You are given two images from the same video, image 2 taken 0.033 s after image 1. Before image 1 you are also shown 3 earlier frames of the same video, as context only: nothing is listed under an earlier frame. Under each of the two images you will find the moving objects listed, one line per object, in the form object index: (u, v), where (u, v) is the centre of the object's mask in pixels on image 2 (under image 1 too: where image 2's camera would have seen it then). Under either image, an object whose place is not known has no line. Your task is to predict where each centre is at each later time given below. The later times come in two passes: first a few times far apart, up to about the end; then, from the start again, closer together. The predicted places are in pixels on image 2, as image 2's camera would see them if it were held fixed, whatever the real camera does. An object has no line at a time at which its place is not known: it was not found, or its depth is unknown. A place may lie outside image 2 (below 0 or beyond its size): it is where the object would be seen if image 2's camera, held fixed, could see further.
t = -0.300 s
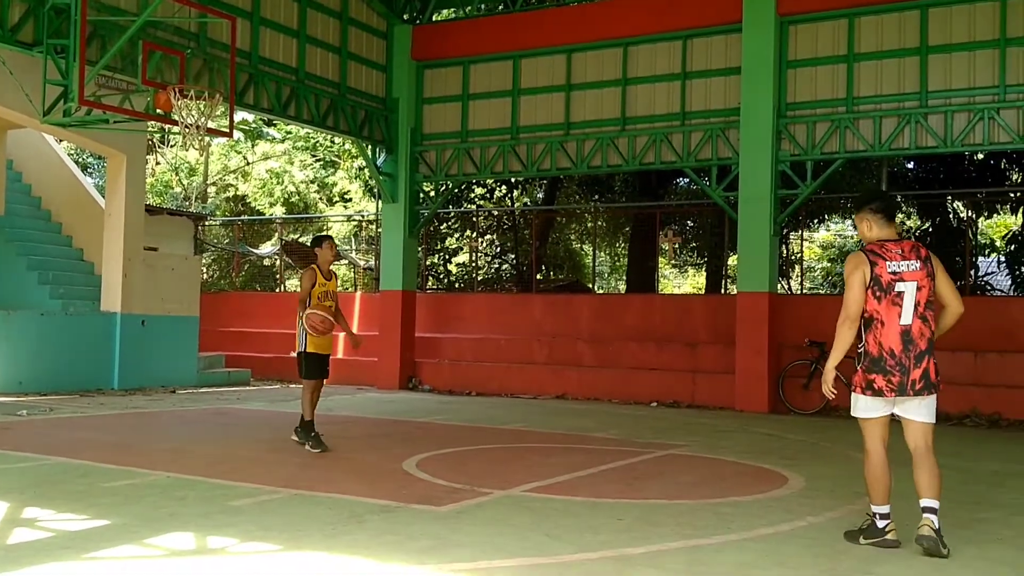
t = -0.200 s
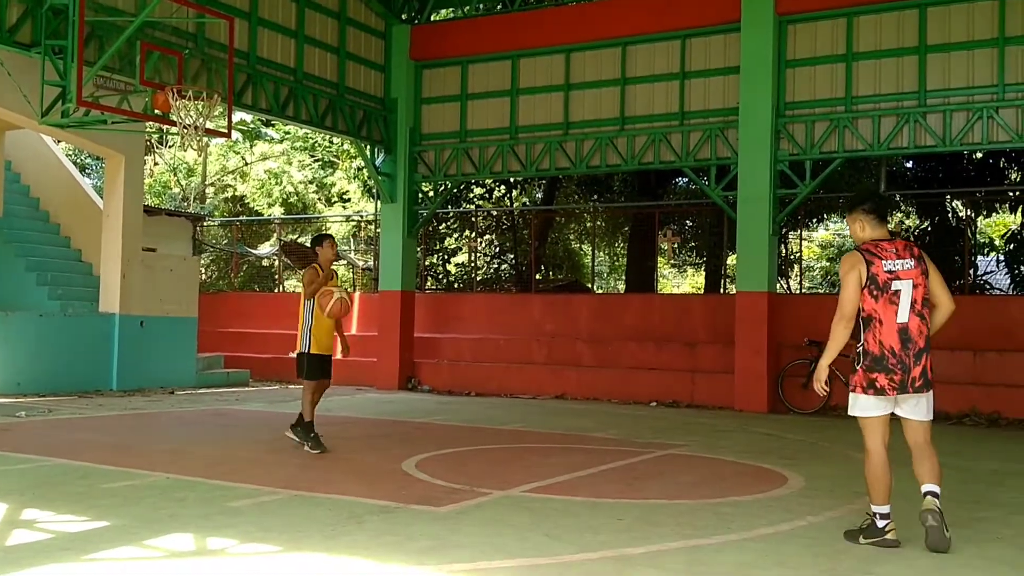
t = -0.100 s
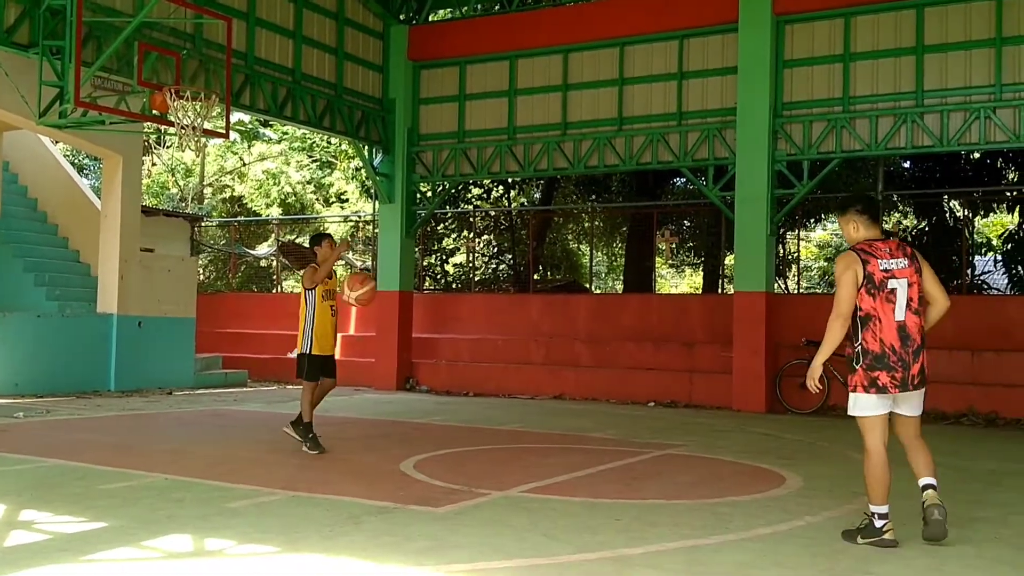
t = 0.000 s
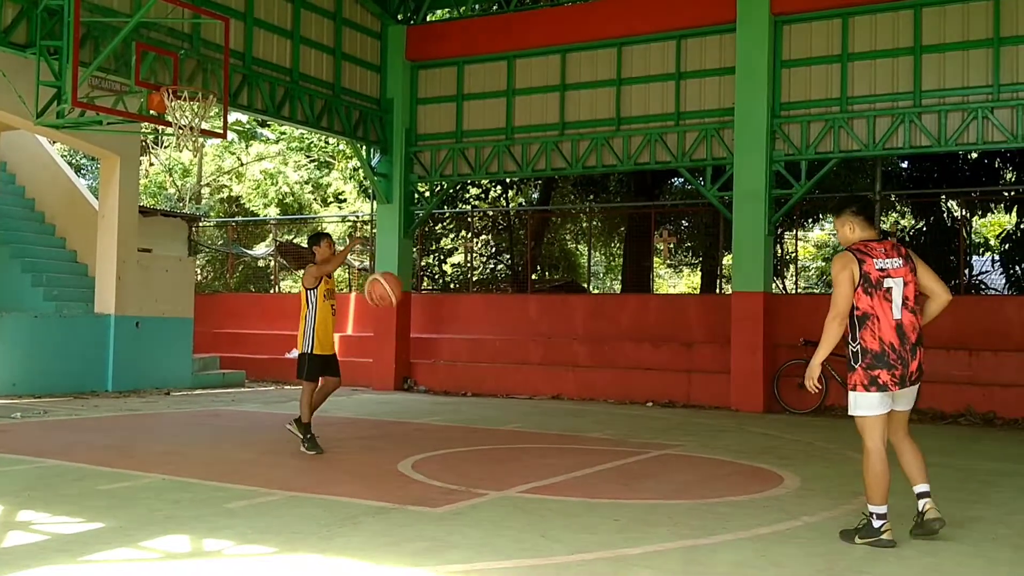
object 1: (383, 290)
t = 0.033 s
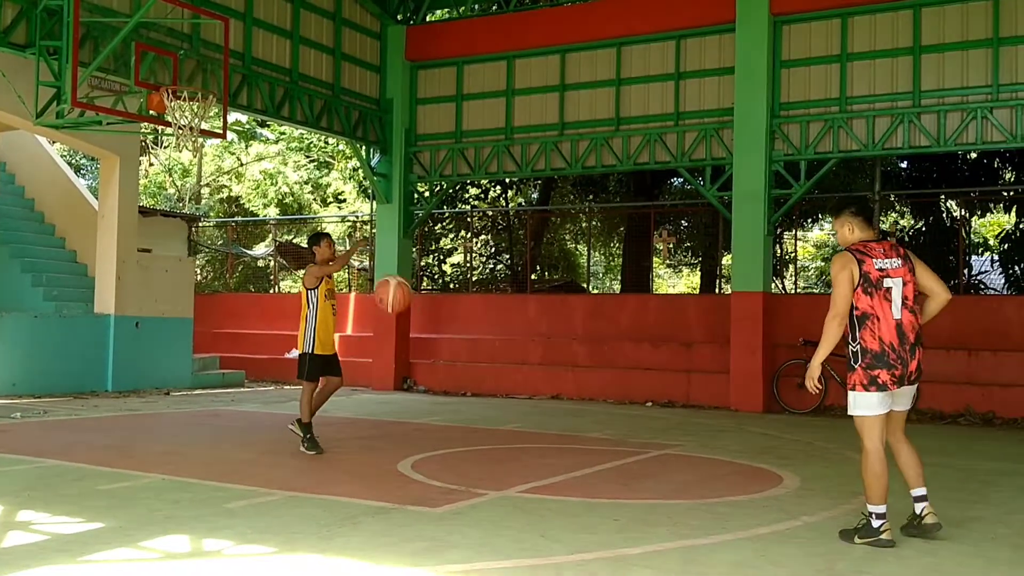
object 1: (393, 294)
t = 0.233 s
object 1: (456, 360)
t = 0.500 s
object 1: (569, 452)
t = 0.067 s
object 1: (402, 300)
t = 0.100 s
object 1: (412, 307)
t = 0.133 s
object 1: (422, 315)
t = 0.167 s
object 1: (434, 329)
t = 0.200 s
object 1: (445, 343)
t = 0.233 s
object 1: (456, 360)
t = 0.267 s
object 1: (468, 379)
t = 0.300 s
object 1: (481, 402)
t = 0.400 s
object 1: (520, 489)
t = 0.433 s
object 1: (536, 497)
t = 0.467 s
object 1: (552, 474)
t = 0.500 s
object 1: (569, 452)
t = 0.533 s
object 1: (587, 434)
